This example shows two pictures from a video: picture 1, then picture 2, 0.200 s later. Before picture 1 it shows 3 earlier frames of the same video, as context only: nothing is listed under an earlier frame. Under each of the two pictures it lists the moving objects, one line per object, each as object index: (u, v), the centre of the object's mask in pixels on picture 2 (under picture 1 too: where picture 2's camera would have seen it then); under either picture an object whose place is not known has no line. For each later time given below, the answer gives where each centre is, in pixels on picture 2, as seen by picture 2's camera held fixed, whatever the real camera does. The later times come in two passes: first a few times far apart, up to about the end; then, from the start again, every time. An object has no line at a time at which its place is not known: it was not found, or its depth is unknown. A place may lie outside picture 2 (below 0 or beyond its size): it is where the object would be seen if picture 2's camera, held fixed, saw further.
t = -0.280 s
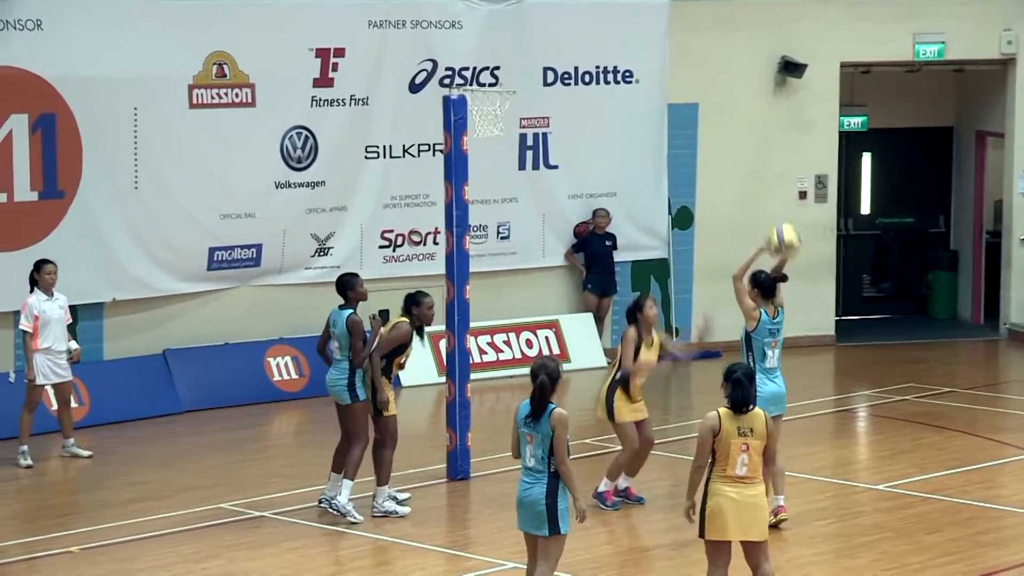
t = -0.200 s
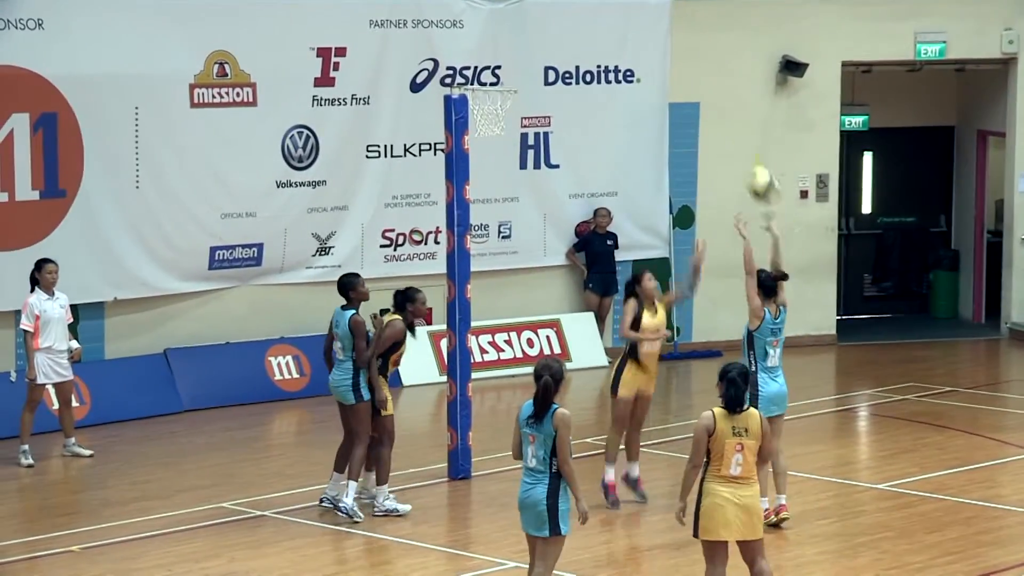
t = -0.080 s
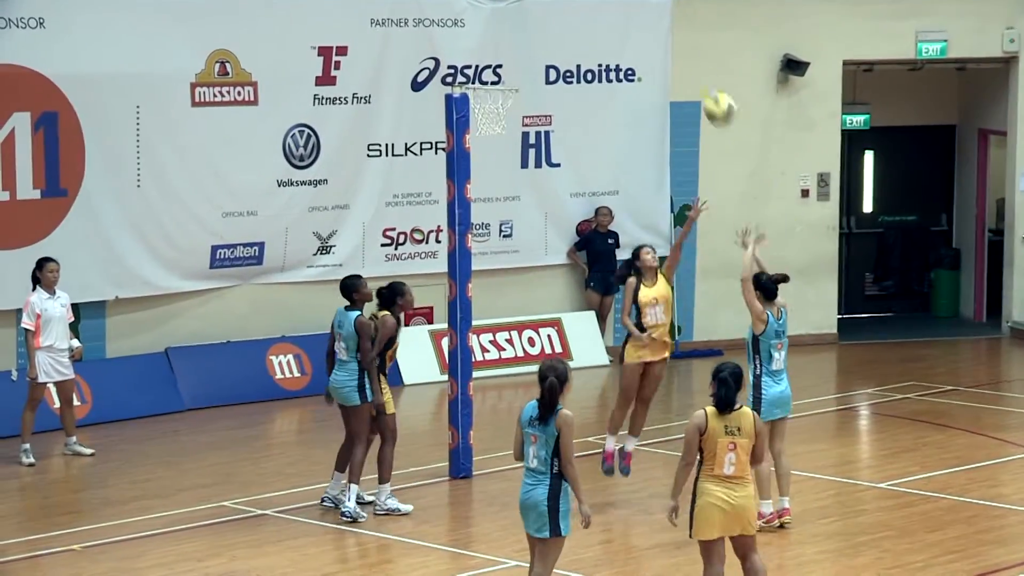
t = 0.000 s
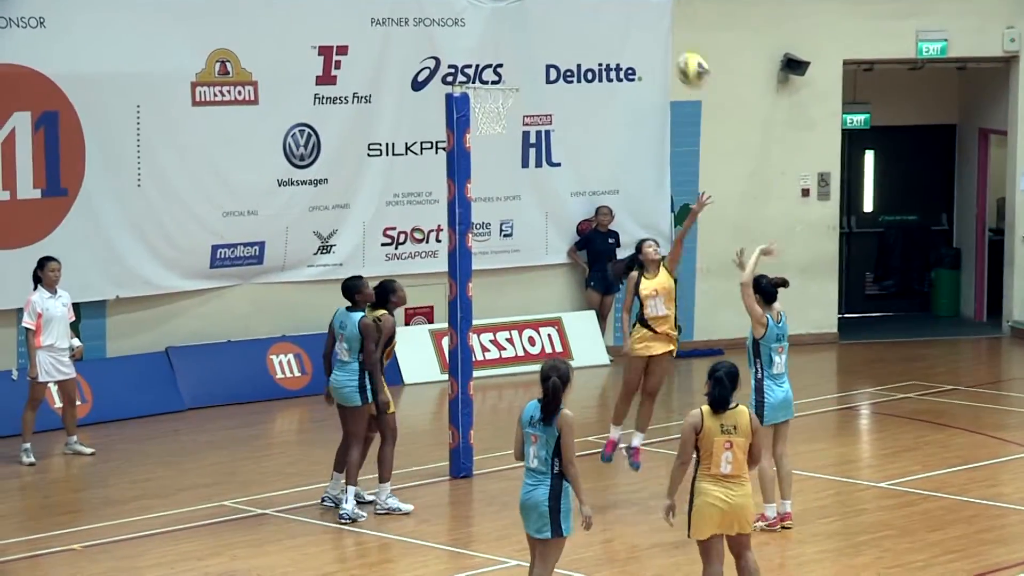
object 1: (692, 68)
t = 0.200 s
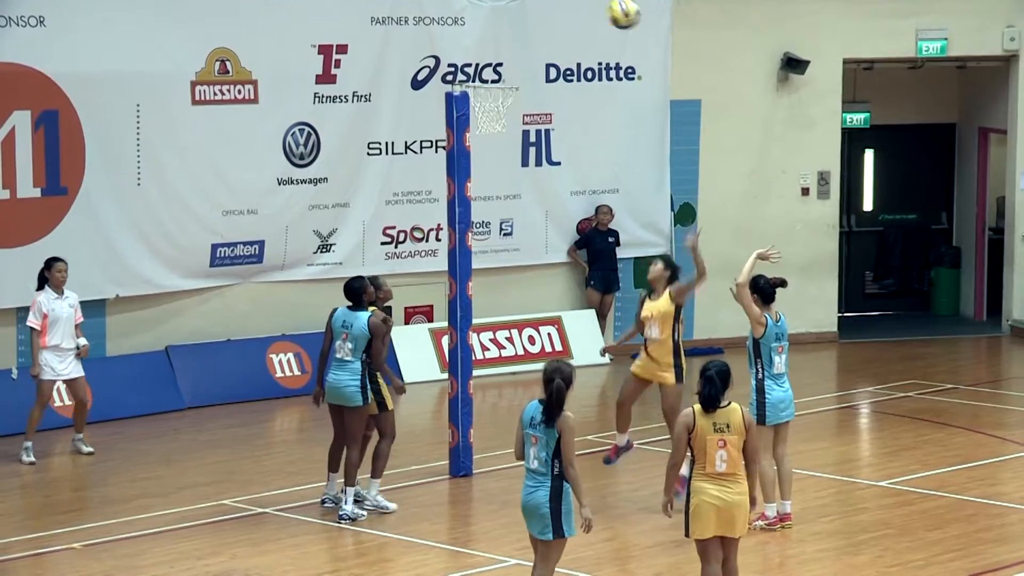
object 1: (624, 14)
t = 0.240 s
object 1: (610, 11)
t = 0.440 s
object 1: (546, 18)
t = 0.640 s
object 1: (486, 75)
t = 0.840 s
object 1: (499, 109)
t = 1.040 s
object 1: (505, 135)
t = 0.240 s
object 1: (610, 11)
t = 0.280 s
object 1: (596, 10)
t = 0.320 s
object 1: (584, 10)
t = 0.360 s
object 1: (571, 11)
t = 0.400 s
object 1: (558, 13)
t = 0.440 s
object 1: (546, 18)
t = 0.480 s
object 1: (532, 27)
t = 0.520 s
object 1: (521, 36)
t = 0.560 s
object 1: (509, 48)
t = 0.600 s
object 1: (496, 62)
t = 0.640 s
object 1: (486, 75)
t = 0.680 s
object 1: (483, 83)
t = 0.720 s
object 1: (483, 91)
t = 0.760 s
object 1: (487, 99)
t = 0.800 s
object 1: (494, 105)
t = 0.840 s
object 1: (499, 109)
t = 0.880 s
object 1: (503, 111)
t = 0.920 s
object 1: (504, 114)
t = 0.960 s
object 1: (504, 117)
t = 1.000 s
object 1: (505, 127)
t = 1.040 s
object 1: (505, 135)
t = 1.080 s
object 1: (505, 147)
